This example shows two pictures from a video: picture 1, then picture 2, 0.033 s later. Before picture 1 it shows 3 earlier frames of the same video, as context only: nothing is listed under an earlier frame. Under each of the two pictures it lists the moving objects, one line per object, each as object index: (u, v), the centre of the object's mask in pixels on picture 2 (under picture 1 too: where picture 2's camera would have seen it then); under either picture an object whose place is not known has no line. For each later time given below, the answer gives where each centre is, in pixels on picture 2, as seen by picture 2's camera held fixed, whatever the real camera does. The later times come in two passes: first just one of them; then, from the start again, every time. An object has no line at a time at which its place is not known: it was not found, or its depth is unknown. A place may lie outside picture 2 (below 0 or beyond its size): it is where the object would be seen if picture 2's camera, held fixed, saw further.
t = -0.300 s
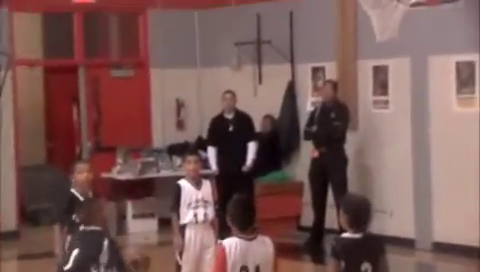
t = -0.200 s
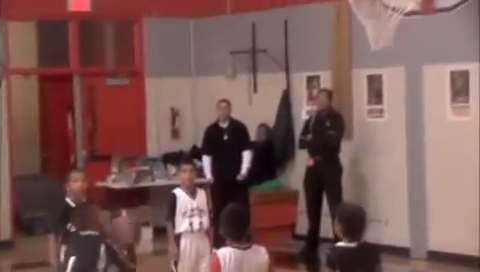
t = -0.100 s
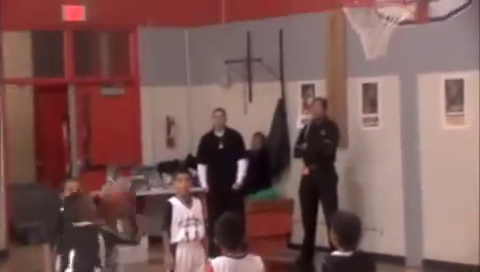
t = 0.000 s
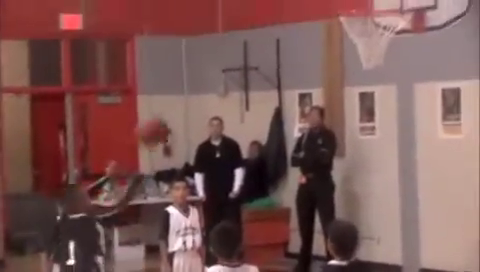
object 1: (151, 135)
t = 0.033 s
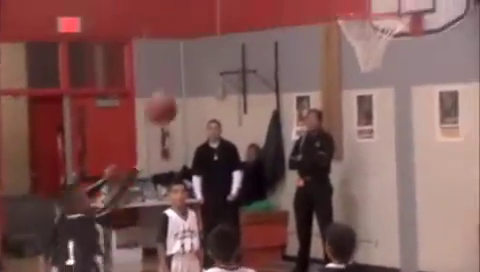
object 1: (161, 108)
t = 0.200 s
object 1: (221, 17)
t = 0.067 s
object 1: (174, 85)
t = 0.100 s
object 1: (186, 66)
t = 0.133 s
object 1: (198, 47)
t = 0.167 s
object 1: (210, 30)
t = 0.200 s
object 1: (221, 17)
